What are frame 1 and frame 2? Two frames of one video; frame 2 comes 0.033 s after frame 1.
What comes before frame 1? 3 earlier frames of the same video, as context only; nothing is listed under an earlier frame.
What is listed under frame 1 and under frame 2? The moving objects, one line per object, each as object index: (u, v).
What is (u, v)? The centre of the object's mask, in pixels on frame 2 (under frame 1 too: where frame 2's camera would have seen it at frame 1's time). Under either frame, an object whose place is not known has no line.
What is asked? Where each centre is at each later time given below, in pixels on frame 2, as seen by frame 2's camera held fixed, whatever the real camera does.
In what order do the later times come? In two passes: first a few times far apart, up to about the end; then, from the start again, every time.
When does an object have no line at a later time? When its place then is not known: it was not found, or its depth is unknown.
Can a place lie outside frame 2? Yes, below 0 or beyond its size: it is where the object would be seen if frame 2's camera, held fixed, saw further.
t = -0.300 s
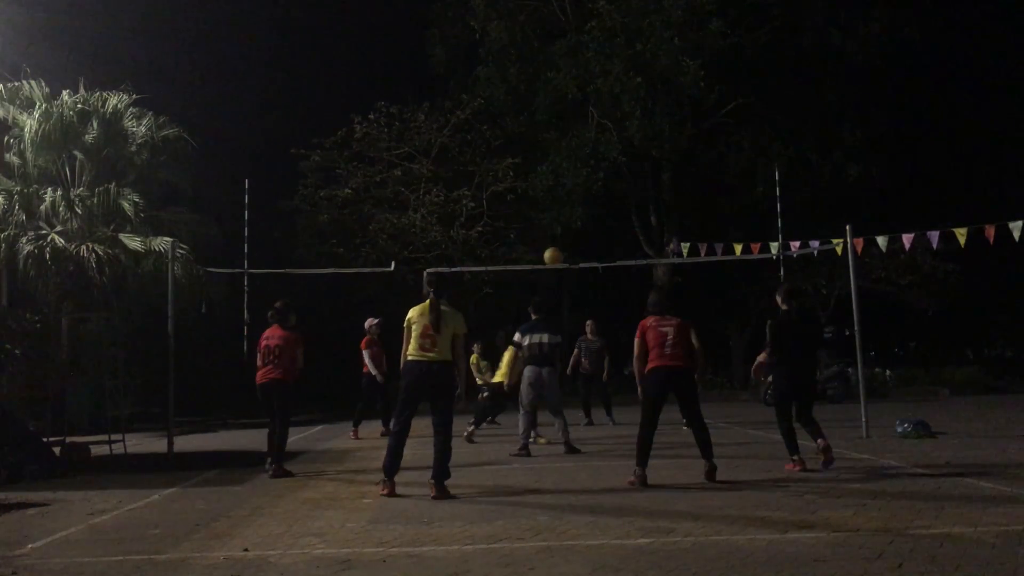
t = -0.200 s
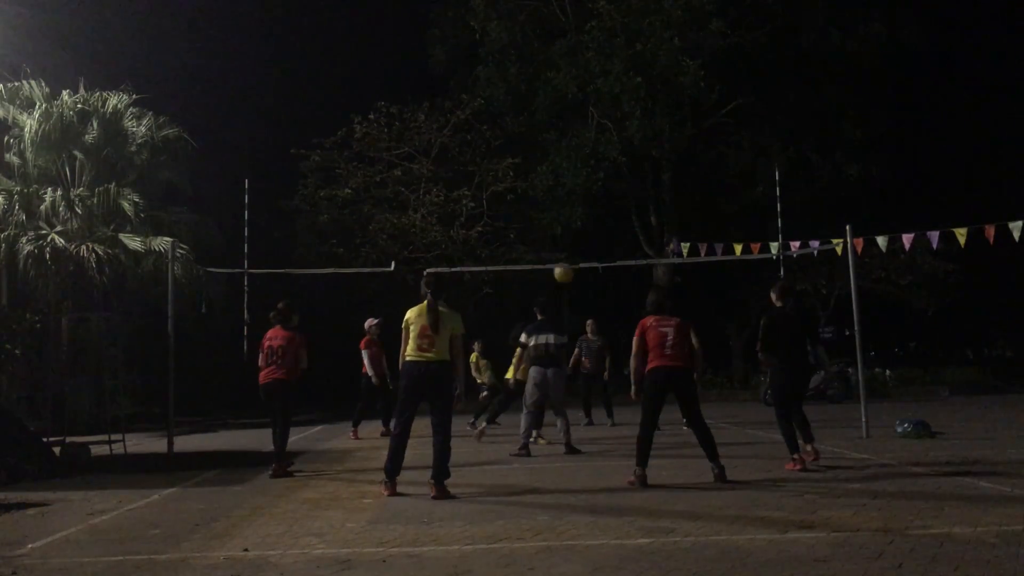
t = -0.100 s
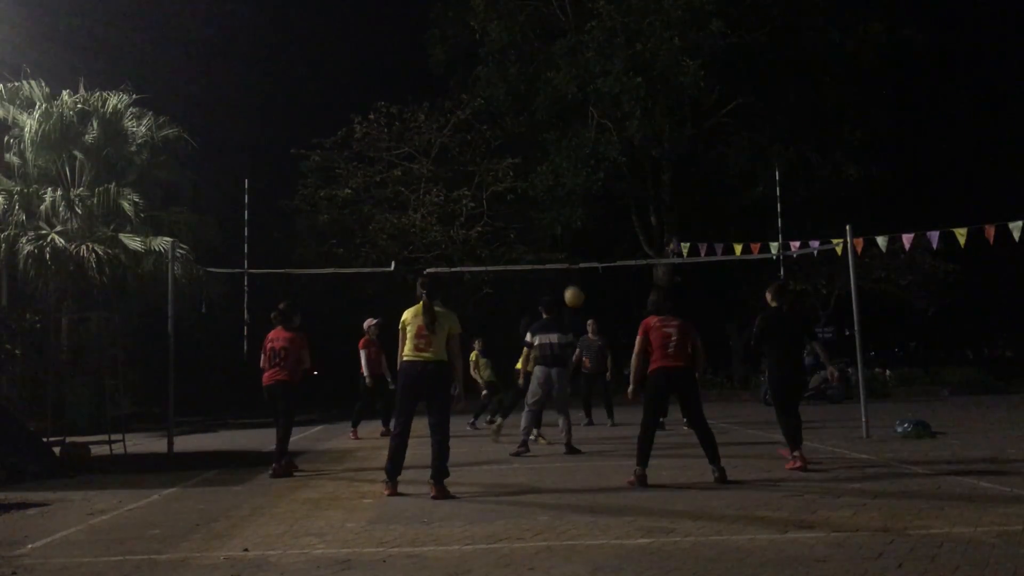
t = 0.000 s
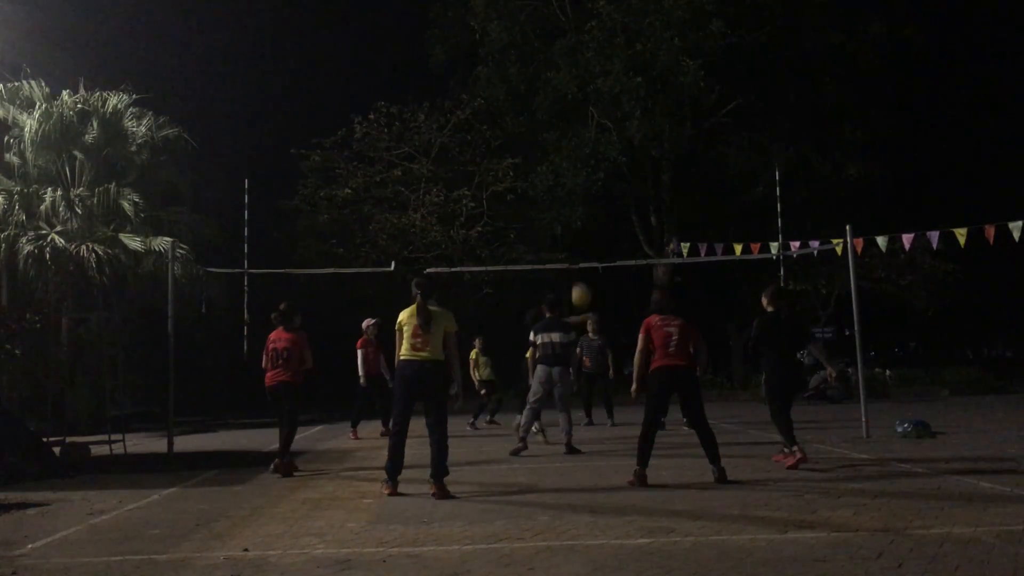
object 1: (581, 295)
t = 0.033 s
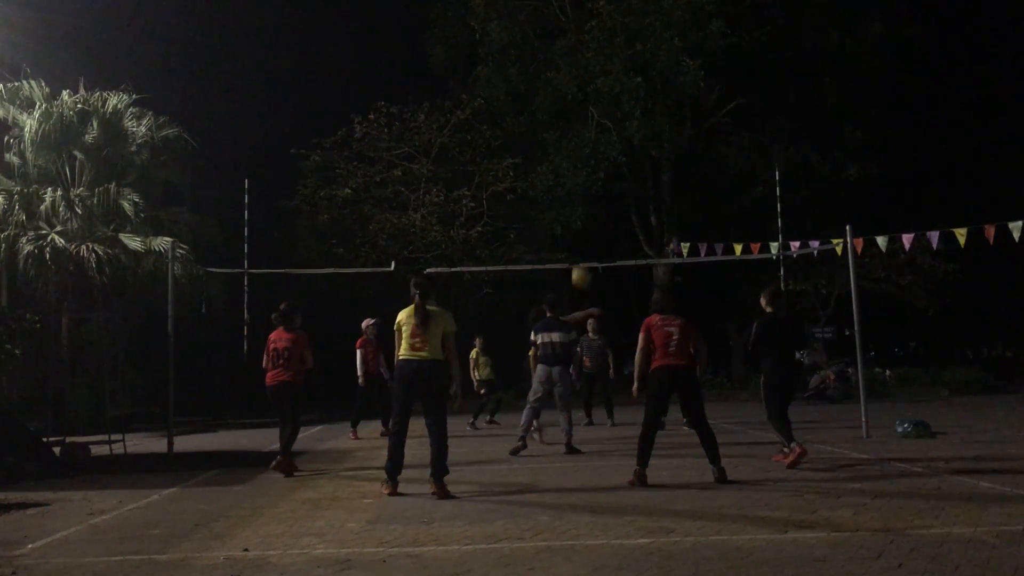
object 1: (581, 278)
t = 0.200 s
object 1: (580, 197)
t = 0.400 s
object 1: (581, 135)
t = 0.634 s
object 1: (584, 107)
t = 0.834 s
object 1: (588, 116)
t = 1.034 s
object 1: (592, 155)
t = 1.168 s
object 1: (595, 198)
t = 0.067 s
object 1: (580, 255)
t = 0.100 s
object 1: (580, 242)
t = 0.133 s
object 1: (580, 225)
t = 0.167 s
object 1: (580, 211)
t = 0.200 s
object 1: (580, 197)
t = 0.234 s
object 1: (580, 184)
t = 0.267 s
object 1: (580, 173)
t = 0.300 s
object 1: (580, 162)
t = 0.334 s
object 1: (581, 152)
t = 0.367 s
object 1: (581, 143)
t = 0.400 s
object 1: (581, 135)
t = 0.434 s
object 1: (581, 129)
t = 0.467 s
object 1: (582, 123)
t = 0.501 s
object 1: (583, 118)
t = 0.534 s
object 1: (583, 114)
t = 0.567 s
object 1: (584, 111)
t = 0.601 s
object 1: (584, 109)
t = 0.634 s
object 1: (584, 107)
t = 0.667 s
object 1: (585, 107)
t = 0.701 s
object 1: (585, 107)
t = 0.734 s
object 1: (586, 108)
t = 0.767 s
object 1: (587, 110)
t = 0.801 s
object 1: (587, 112)
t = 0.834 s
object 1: (588, 116)
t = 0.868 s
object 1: (589, 120)
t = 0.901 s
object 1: (589, 126)
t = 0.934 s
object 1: (590, 132)
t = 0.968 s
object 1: (590, 138)
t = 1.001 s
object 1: (591, 147)
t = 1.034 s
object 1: (592, 155)
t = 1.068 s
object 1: (593, 165)
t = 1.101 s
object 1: (594, 175)
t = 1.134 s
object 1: (594, 186)
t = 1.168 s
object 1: (595, 198)
